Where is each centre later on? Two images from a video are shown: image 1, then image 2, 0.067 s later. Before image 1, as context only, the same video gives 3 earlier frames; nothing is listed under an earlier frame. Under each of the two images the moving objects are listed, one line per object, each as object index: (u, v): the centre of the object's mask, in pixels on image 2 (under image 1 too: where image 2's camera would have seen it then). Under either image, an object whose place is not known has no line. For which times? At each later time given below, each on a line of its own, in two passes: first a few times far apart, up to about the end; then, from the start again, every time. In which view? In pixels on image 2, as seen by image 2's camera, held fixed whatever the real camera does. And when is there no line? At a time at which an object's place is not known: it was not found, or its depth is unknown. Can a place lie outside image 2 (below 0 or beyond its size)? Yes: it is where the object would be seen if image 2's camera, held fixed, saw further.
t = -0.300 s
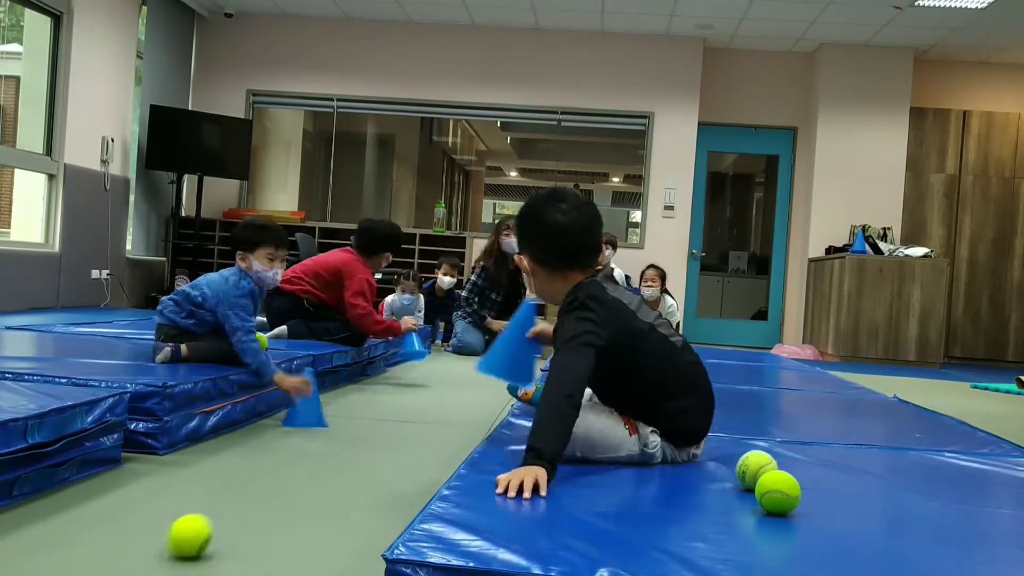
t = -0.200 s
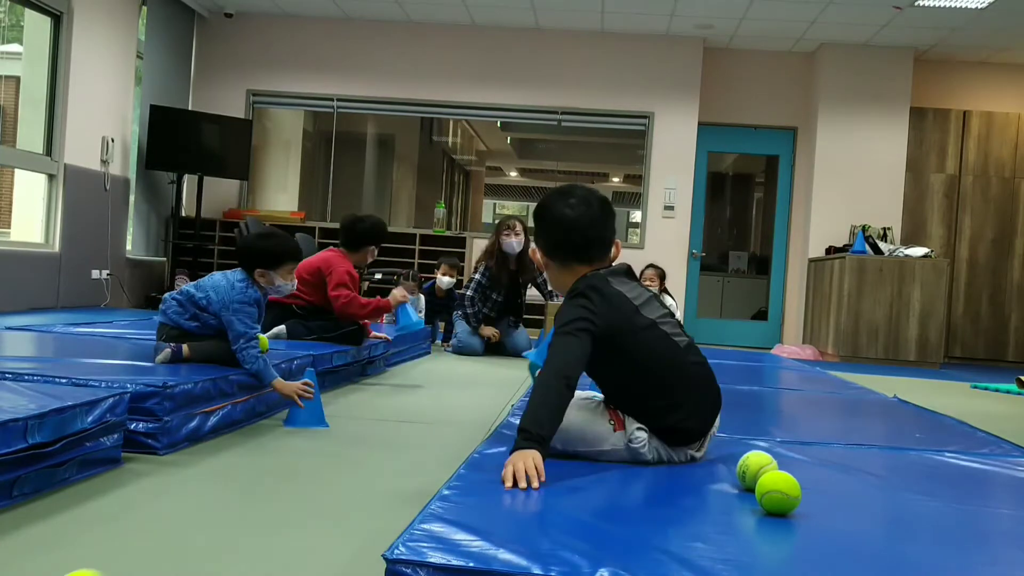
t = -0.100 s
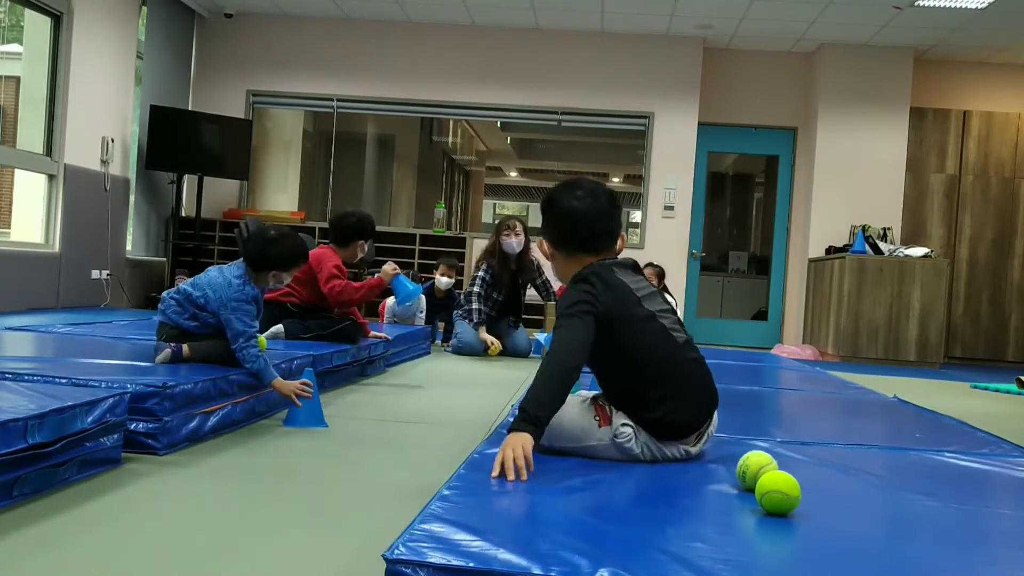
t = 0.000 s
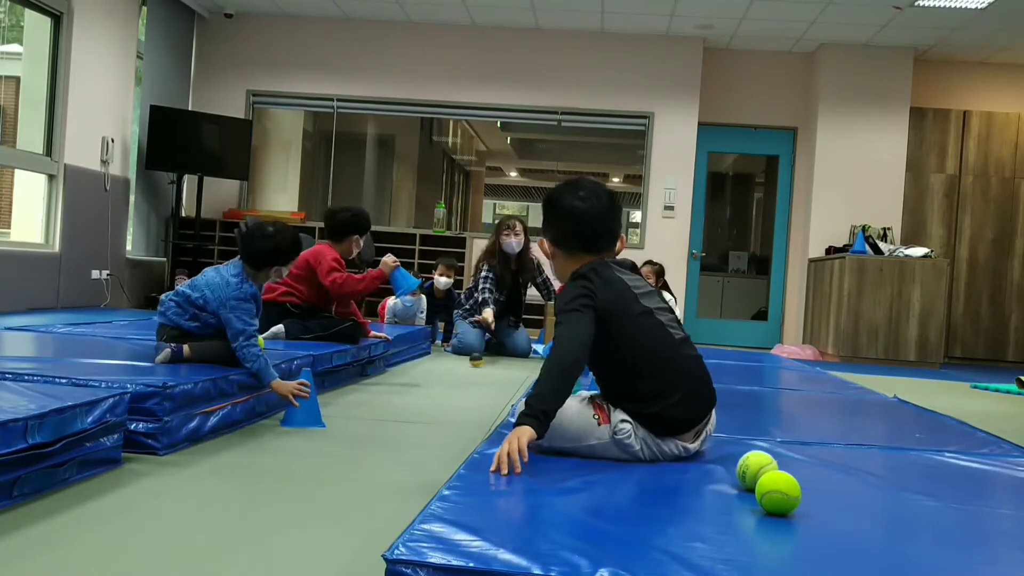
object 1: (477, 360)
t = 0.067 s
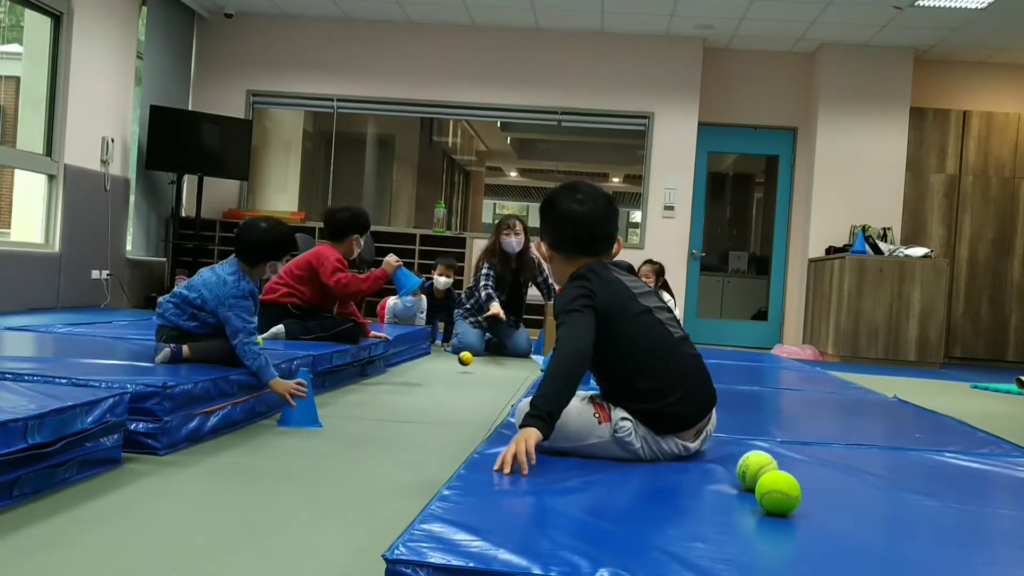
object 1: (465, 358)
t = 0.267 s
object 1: (428, 376)
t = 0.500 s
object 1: (377, 395)
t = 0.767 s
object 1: (288, 434)
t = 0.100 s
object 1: (459, 362)
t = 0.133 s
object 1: (452, 368)
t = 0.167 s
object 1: (446, 370)
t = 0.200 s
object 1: (441, 369)
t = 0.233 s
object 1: (434, 371)
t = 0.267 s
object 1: (428, 376)
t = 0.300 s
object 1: (421, 383)
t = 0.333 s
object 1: (415, 380)
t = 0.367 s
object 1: (409, 381)
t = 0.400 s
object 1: (401, 385)
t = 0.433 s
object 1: (393, 393)
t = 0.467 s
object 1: (385, 393)
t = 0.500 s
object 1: (377, 395)
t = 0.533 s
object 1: (368, 399)
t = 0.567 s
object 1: (358, 408)
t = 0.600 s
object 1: (349, 408)
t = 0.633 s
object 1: (338, 413)
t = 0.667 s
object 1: (325, 421)
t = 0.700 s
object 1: (315, 421)
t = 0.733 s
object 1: (302, 425)
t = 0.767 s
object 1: (288, 434)
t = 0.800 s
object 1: (274, 440)
